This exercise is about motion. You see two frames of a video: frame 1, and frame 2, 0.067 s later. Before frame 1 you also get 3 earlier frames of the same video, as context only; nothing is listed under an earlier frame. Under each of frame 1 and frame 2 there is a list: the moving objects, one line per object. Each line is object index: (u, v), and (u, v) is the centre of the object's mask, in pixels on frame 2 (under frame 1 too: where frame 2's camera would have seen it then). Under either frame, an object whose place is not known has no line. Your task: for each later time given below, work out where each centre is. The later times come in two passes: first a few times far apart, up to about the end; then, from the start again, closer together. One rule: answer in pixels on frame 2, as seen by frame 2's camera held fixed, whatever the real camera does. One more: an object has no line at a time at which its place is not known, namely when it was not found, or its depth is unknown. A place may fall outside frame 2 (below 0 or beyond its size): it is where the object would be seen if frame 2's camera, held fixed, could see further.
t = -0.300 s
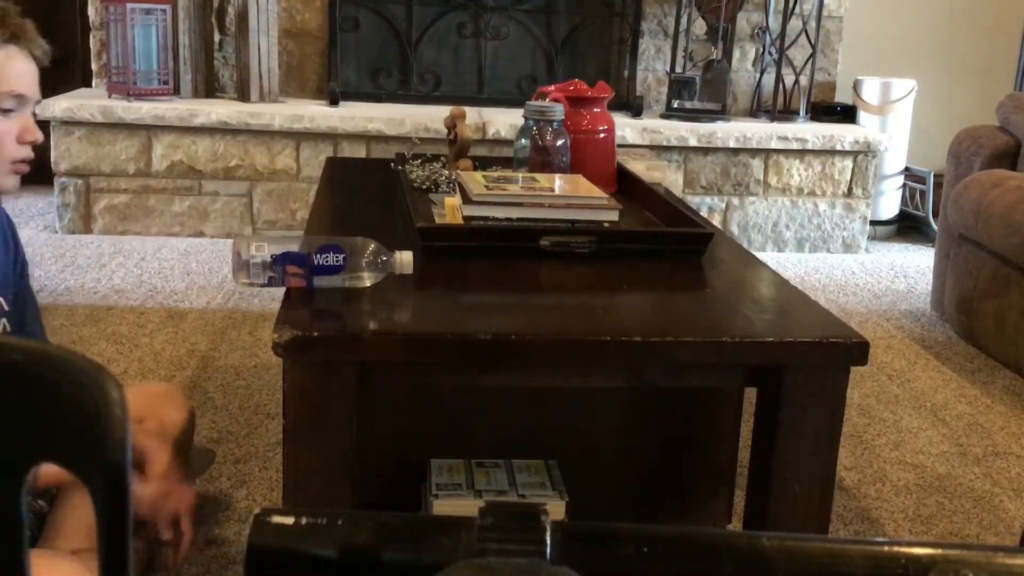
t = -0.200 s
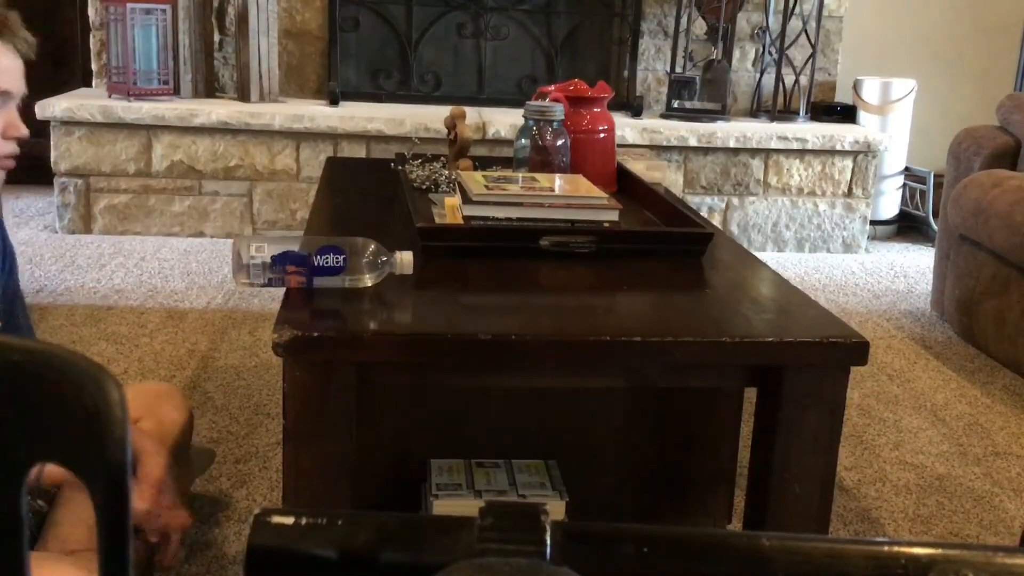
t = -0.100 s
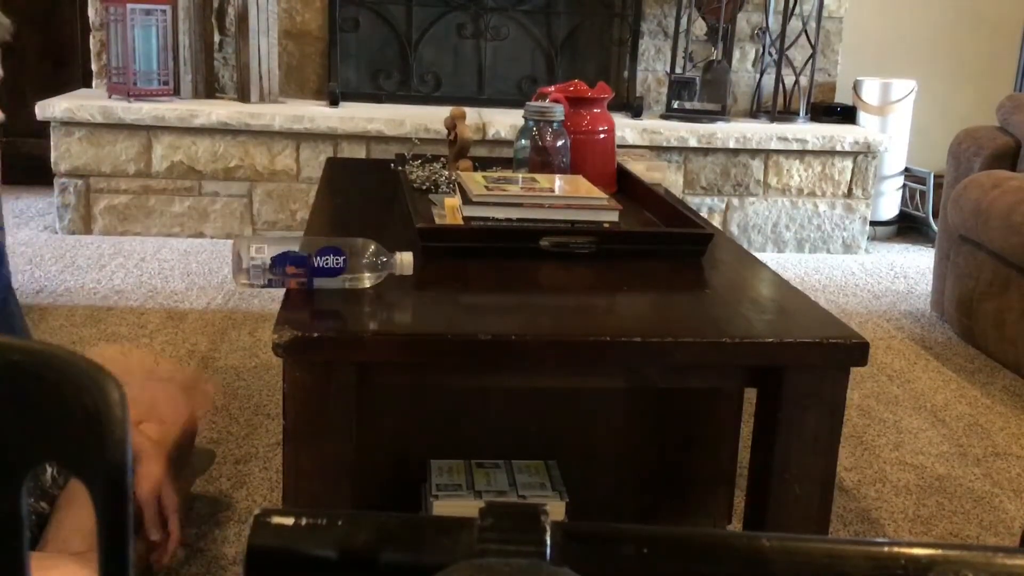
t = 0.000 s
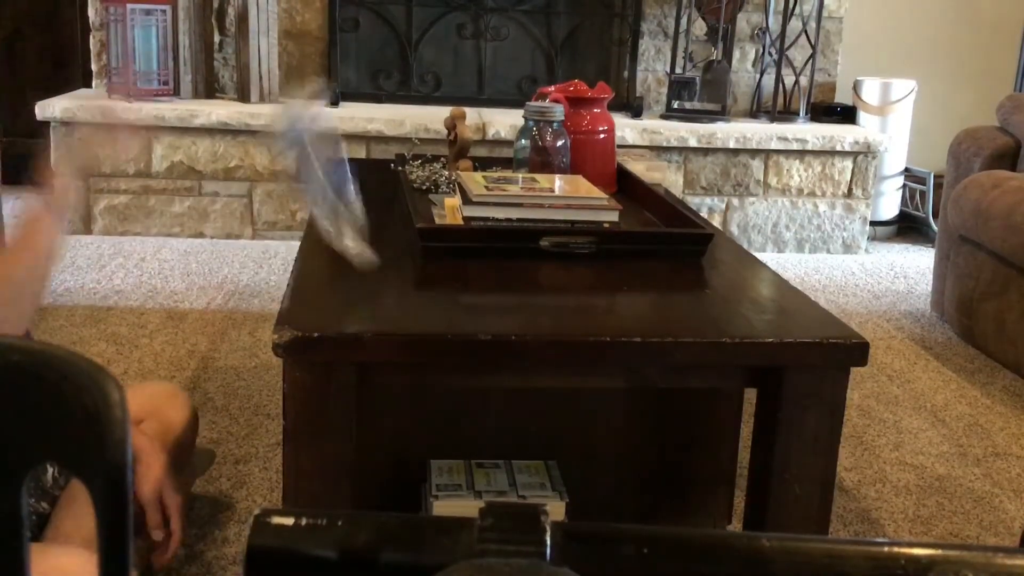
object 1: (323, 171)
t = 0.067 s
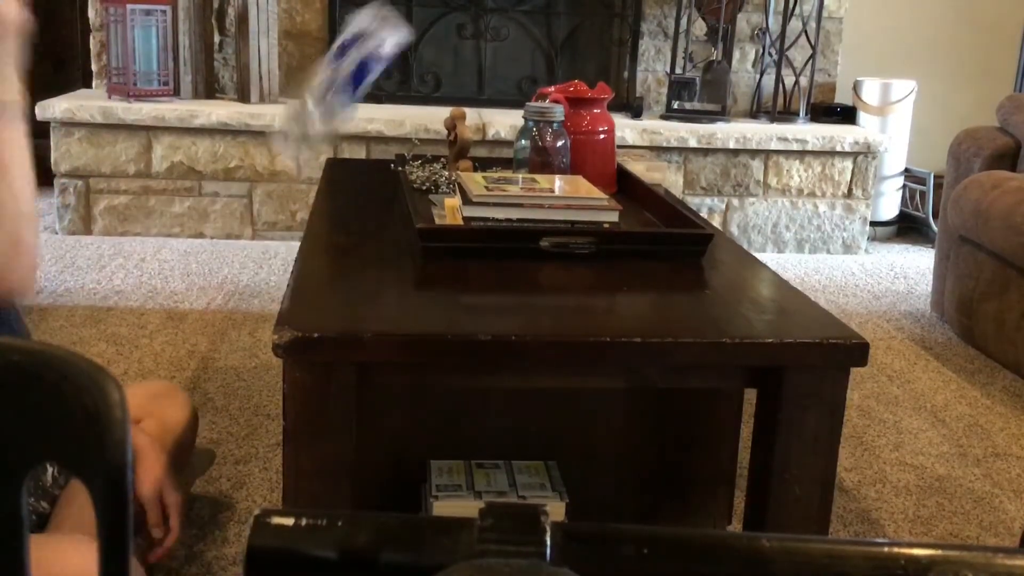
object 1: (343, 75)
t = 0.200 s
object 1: (379, 43)
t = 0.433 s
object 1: (370, 146)
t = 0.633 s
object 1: (416, 192)
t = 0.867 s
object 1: (443, 226)
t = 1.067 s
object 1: (443, 256)
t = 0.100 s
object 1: (355, 49)
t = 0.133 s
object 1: (365, 30)
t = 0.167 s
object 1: (381, 33)
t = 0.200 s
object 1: (379, 43)
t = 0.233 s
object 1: (359, 47)
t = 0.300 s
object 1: (336, 38)
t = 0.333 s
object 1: (360, 36)
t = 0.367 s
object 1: (368, 63)
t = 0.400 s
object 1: (352, 89)
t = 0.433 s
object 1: (370, 146)
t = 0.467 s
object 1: (377, 183)
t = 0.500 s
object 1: (384, 182)
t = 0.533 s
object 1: (394, 183)
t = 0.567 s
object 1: (403, 183)
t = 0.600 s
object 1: (410, 185)
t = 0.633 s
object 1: (416, 192)
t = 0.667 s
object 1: (422, 204)
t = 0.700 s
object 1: (430, 206)
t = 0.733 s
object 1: (437, 212)
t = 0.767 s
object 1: (441, 215)
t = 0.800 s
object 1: (441, 220)
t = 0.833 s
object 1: (442, 223)
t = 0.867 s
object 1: (443, 226)
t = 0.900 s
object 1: (443, 230)
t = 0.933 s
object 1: (442, 234)
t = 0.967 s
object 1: (443, 238)
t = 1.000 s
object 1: (443, 242)
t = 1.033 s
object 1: (443, 246)
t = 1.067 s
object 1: (443, 256)
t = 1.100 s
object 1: (443, 257)
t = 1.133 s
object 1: (442, 257)
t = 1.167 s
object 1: (441, 260)
